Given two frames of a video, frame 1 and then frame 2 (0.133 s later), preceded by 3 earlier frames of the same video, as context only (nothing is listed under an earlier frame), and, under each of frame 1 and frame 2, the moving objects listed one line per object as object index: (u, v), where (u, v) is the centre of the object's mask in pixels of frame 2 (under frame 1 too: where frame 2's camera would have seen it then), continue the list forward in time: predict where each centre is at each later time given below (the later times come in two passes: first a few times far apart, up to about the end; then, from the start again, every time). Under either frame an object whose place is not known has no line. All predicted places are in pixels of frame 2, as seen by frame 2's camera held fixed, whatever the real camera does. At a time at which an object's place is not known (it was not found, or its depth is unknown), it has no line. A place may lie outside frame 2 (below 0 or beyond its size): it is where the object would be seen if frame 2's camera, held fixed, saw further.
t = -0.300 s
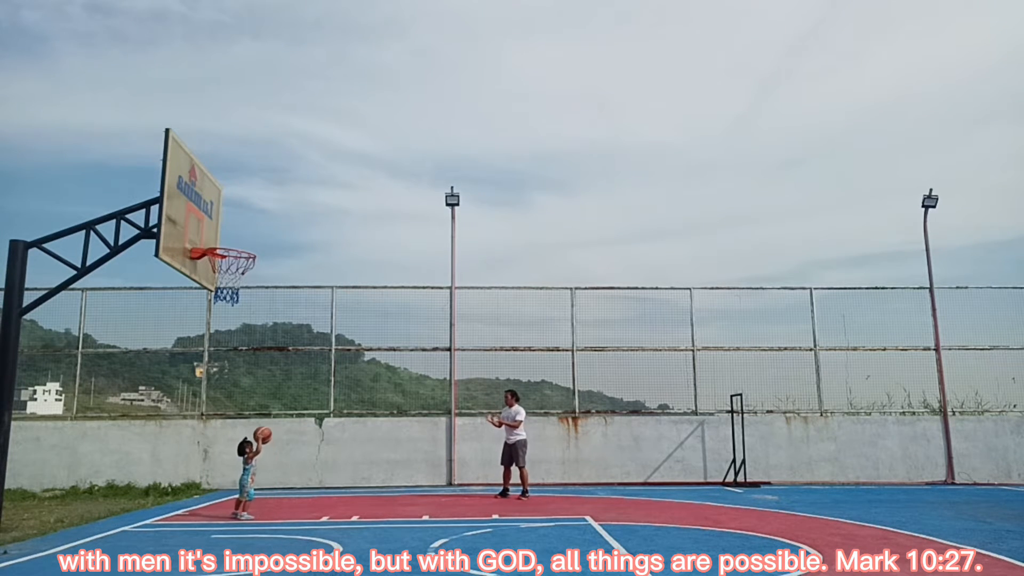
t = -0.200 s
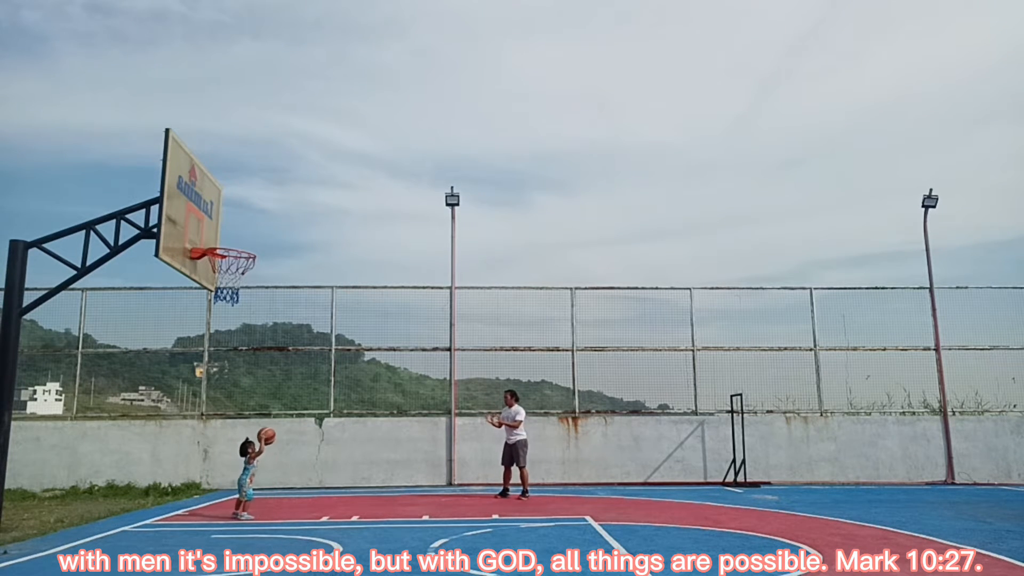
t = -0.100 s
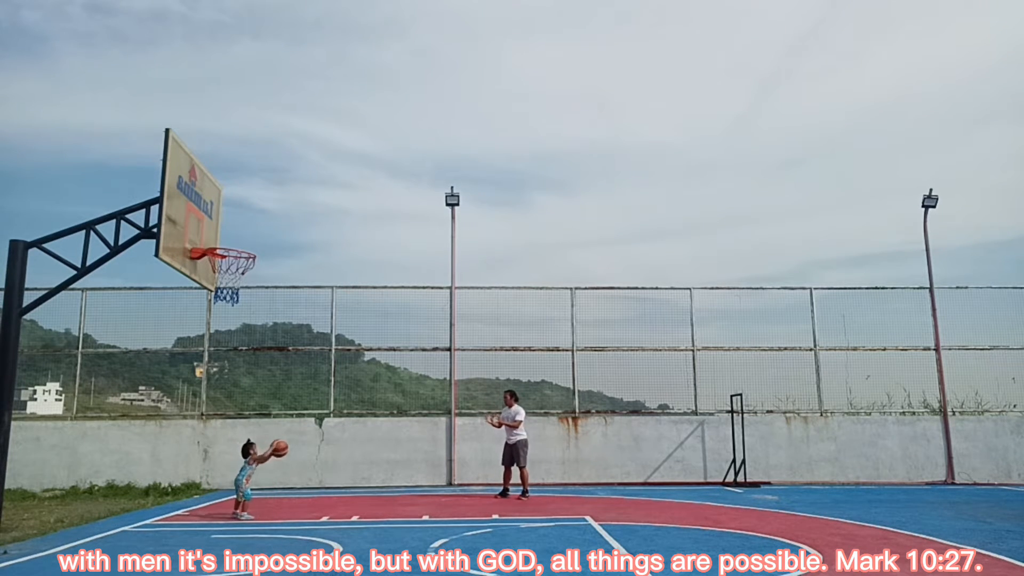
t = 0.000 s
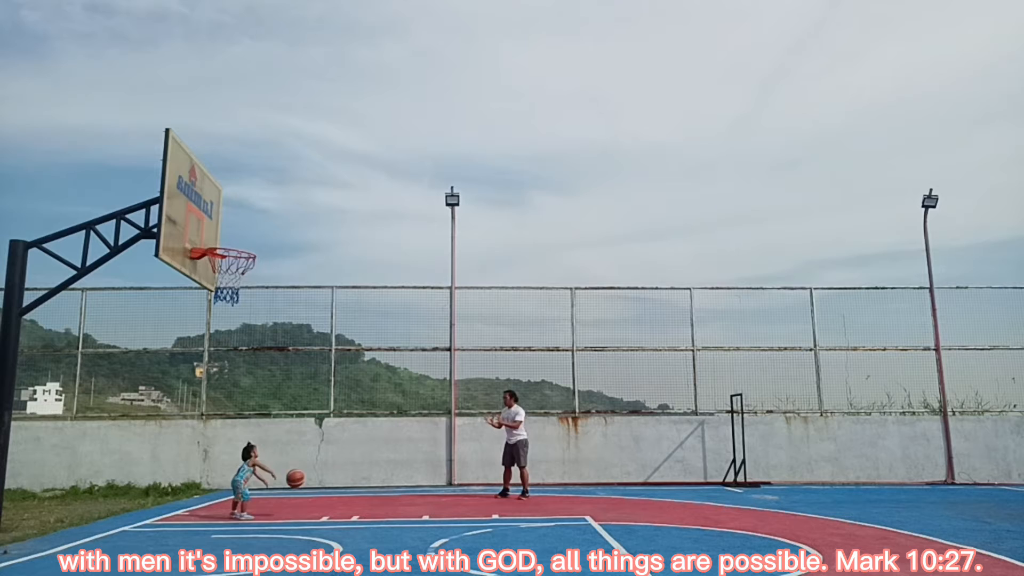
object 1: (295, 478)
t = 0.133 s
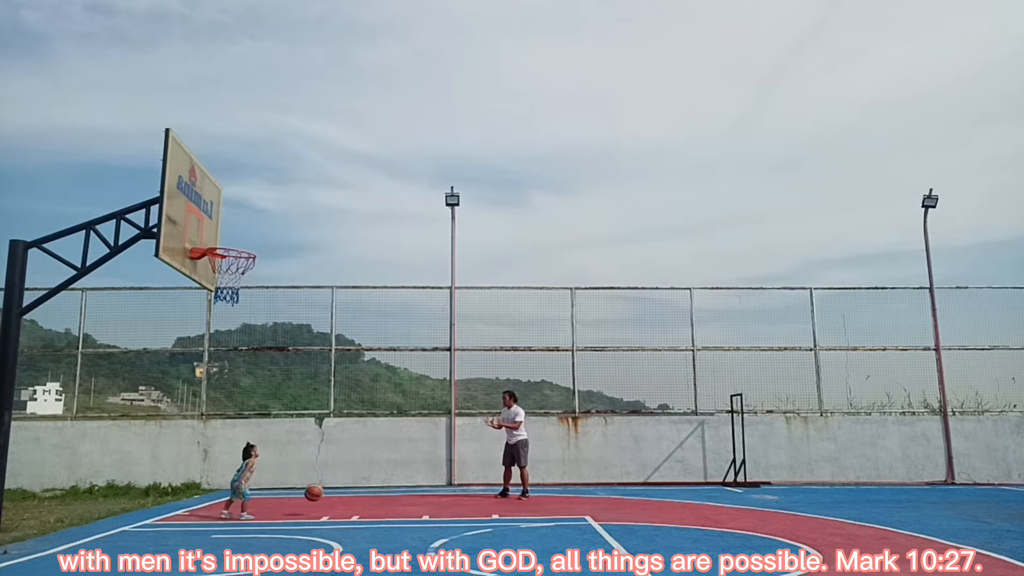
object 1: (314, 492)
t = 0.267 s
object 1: (327, 462)
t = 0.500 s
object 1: (350, 440)
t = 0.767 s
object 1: (373, 464)
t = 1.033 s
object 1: (396, 482)
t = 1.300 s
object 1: (419, 460)
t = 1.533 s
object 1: (439, 481)
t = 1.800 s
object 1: (459, 477)
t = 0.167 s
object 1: (317, 484)
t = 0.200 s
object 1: (320, 476)
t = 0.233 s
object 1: (324, 468)
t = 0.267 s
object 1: (327, 462)
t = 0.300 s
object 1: (331, 456)
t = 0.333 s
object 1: (334, 451)
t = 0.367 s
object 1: (338, 447)
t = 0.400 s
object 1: (340, 444)
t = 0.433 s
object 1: (344, 442)
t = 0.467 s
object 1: (347, 441)
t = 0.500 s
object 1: (350, 440)
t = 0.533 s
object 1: (353, 440)
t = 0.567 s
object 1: (356, 441)
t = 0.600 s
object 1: (359, 443)
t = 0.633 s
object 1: (362, 445)
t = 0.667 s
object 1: (365, 449)
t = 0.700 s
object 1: (368, 453)
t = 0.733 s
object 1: (370, 458)
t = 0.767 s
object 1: (373, 464)
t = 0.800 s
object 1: (376, 470)
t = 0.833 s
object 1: (379, 477)
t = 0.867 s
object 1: (382, 486)
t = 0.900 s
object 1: (384, 495)
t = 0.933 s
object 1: (387, 503)
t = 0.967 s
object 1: (390, 495)
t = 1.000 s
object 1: (393, 488)
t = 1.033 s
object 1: (396, 482)
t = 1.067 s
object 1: (399, 476)
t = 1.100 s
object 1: (402, 471)
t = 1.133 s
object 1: (405, 467)
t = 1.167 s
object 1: (408, 464)
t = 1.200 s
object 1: (410, 462)
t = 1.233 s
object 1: (413, 460)
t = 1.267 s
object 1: (416, 459)
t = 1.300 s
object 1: (419, 460)
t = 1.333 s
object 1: (422, 460)
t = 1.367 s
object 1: (425, 462)
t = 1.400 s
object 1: (427, 464)
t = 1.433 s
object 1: (430, 468)
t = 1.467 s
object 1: (433, 471)
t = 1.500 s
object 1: (436, 476)
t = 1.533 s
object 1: (439, 481)
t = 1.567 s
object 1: (441, 487)
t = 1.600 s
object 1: (444, 495)
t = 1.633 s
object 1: (446, 501)
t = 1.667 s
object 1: (449, 494)
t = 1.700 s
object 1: (452, 488)
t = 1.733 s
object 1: (454, 484)
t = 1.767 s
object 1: (457, 479)
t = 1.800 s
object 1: (459, 477)
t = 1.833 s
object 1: (461, 474)
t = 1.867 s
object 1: (464, 472)
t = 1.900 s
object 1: (466, 471)
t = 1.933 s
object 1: (469, 471)
